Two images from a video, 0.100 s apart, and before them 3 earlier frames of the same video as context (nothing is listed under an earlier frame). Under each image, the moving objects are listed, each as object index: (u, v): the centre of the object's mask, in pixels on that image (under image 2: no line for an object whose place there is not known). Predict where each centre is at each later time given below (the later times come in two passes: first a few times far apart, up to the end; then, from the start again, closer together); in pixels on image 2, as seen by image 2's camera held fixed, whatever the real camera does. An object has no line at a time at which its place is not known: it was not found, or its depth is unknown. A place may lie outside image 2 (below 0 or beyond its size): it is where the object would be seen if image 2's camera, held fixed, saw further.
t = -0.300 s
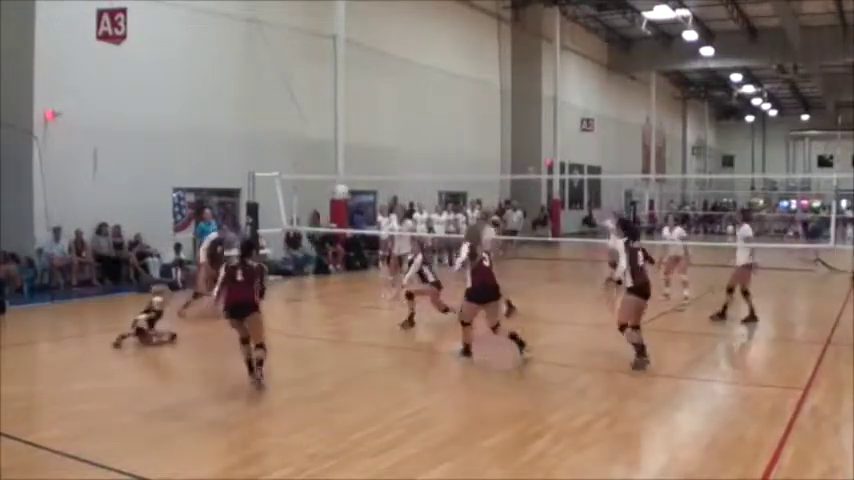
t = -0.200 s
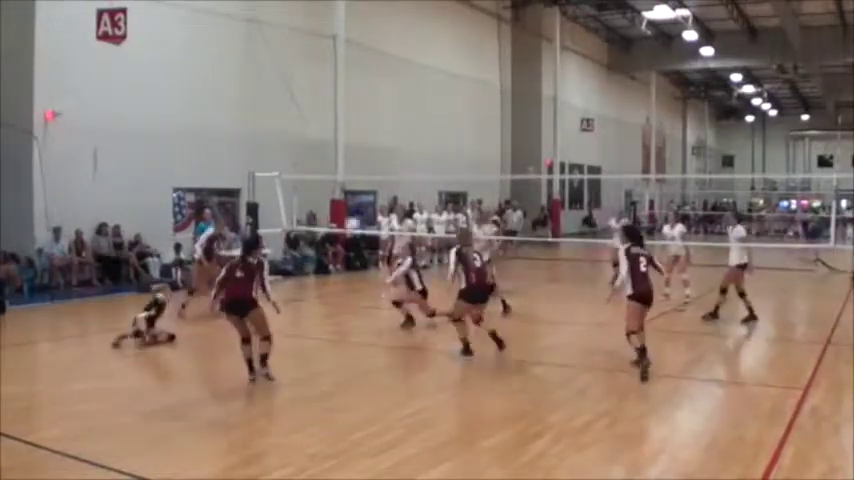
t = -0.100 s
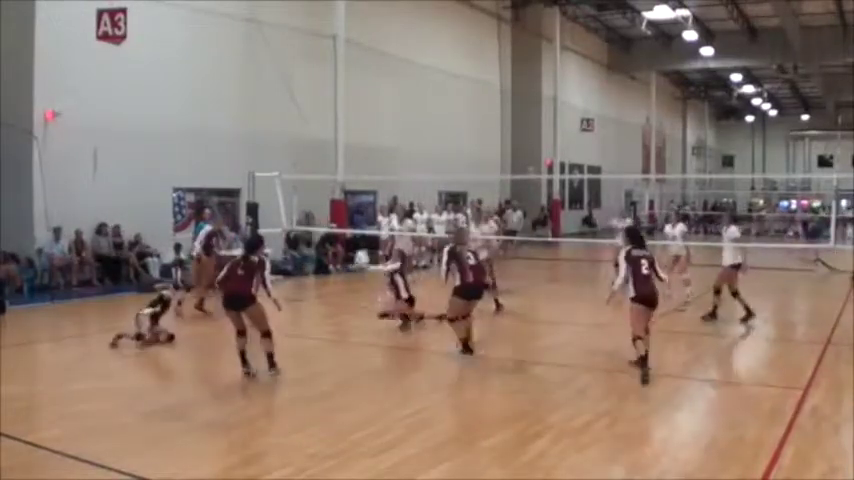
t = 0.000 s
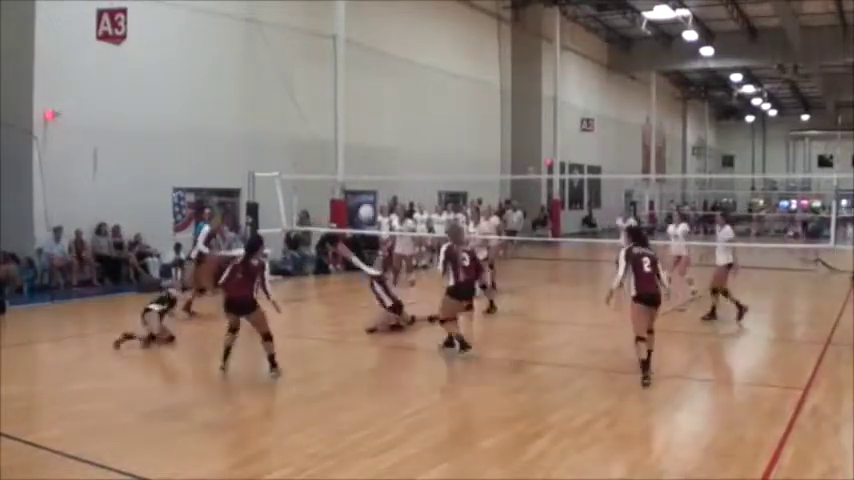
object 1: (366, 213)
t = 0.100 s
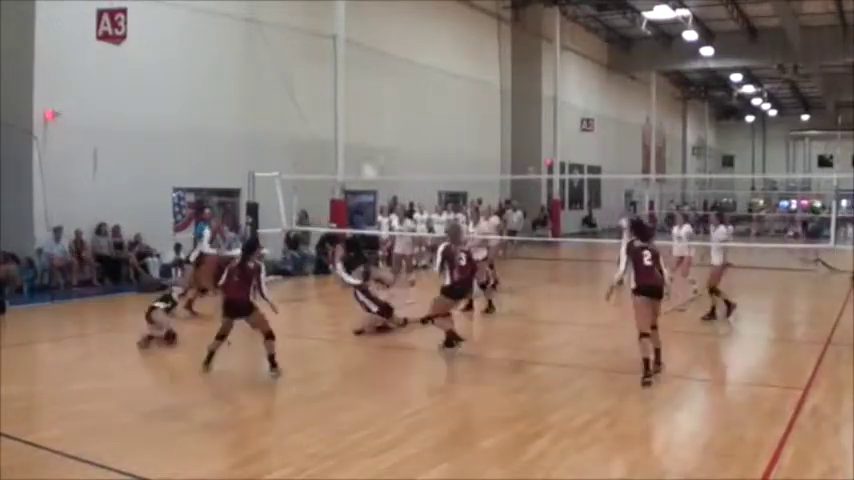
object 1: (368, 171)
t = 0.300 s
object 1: (380, 110)
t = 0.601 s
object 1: (397, 82)
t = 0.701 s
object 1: (403, 83)
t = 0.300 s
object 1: (380, 110)
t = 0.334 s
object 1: (382, 105)
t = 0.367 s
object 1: (384, 101)
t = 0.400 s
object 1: (384, 98)
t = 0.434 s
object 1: (390, 90)
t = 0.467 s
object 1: (391, 88)
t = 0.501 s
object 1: (391, 85)
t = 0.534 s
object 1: (393, 82)
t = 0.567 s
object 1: (394, 81)
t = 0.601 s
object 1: (397, 82)
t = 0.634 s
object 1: (397, 81)
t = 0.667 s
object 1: (402, 83)
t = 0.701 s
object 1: (403, 83)
